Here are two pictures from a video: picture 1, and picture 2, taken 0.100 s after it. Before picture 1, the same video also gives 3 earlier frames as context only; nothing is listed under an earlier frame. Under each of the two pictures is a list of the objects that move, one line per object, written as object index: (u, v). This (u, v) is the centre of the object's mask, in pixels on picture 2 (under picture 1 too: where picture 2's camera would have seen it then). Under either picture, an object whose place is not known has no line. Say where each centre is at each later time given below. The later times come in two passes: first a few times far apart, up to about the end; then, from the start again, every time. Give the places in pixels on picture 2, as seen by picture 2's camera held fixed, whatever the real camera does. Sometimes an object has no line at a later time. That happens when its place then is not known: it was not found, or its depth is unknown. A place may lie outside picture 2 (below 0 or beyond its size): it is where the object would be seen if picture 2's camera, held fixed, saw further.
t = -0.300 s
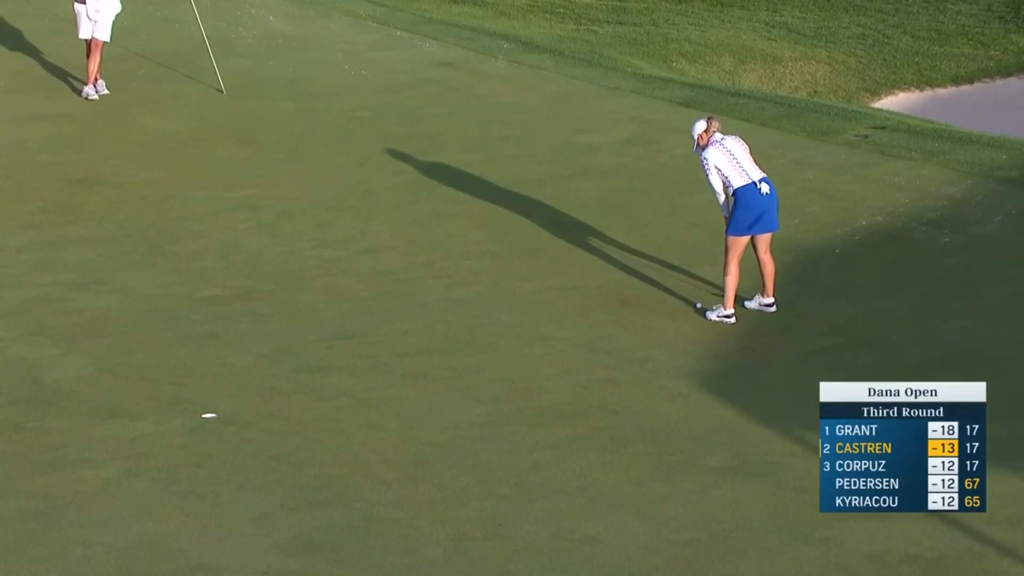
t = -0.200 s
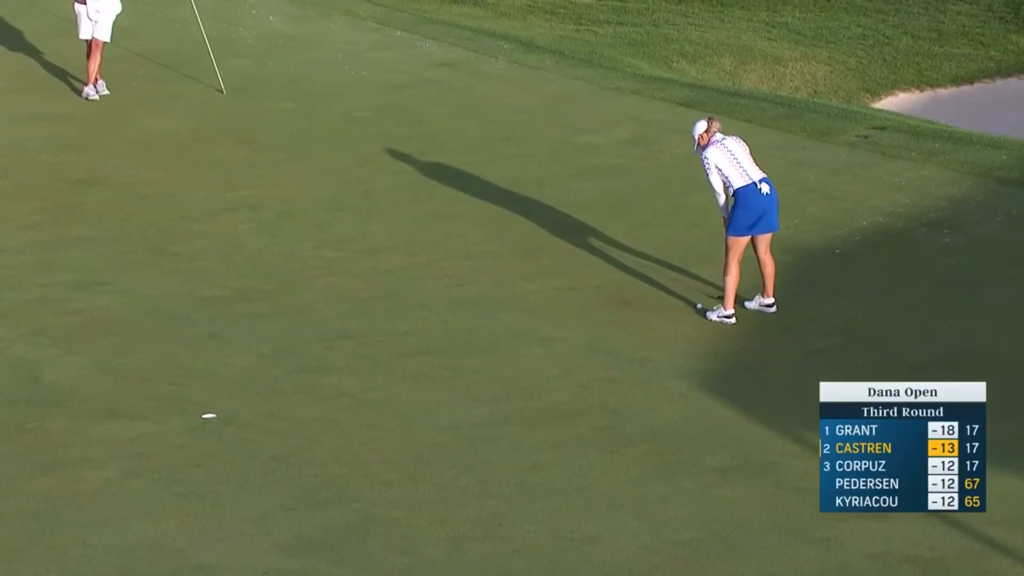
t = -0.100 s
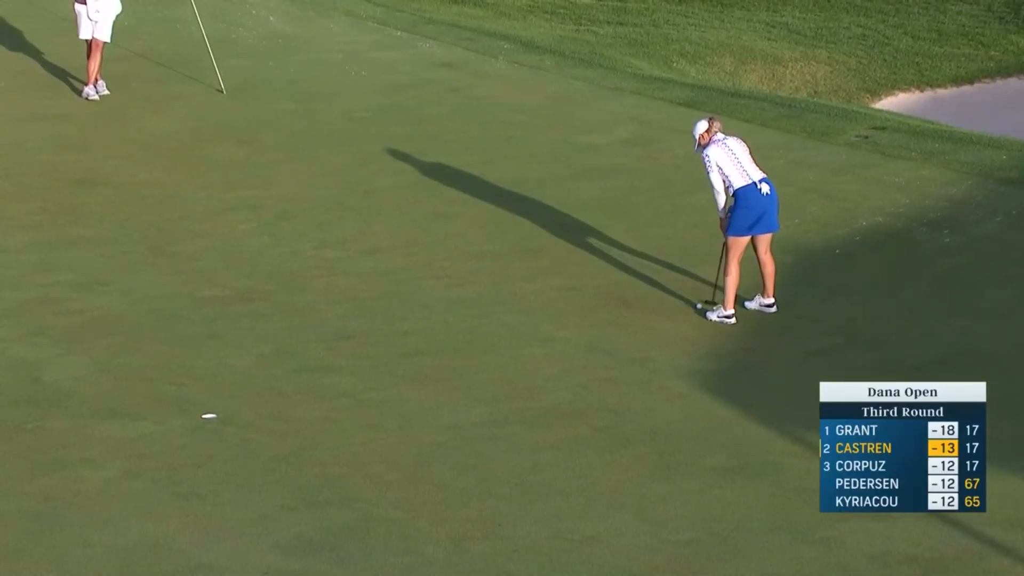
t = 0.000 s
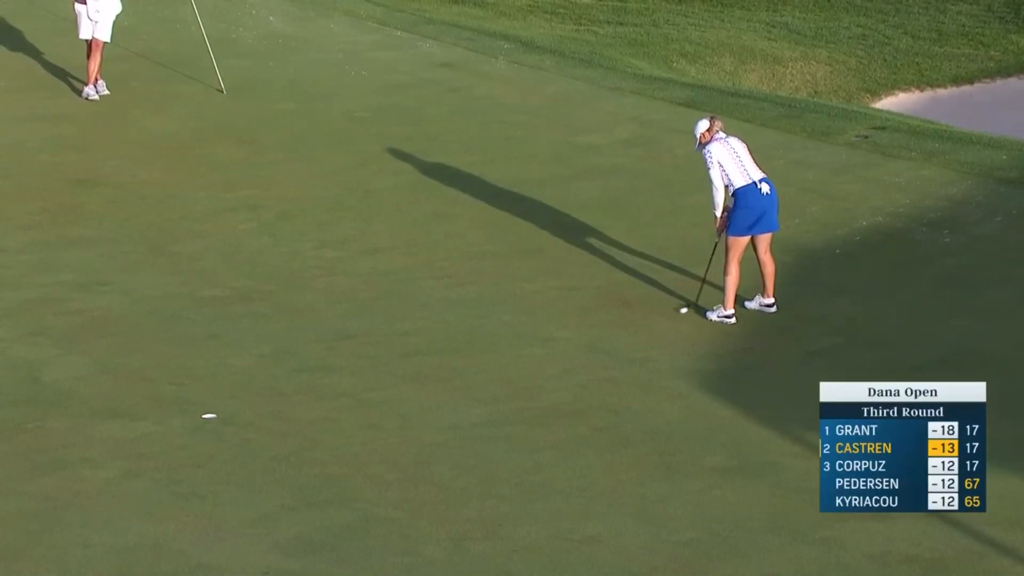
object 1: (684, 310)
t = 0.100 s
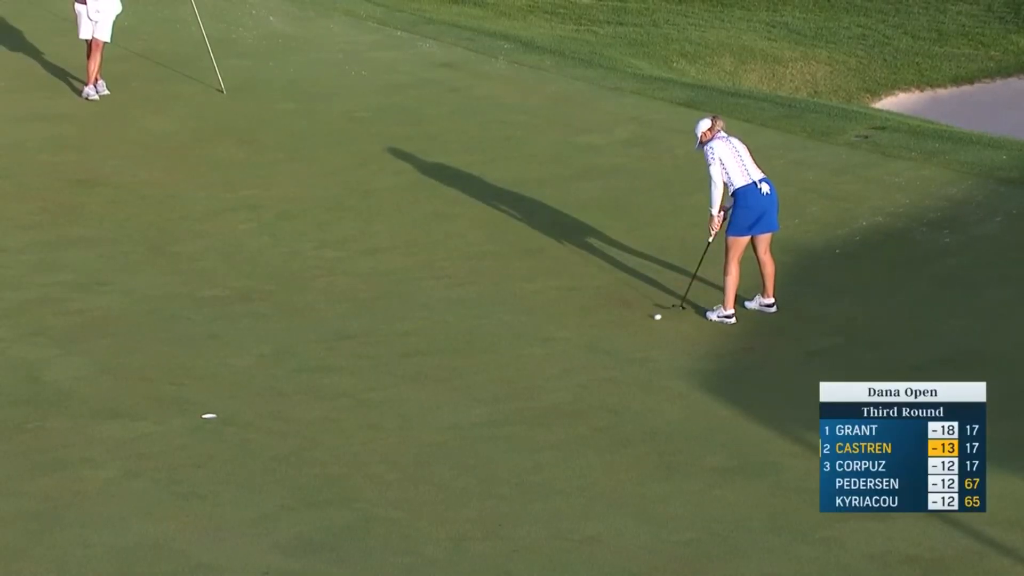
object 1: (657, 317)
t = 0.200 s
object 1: (634, 323)
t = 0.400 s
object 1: (590, 334)
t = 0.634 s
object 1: (541, 346)
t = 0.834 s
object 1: (502, 354)
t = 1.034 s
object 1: (465, 363)
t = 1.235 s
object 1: (431, 371)
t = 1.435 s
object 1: (399, 378)
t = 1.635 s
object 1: (370, 384)
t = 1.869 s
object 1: (339, 391)
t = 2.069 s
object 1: (316, 395)
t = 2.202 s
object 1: (302, 398)
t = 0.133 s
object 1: (650, 319)
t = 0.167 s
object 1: (642, 321)
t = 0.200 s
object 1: (634, 323)
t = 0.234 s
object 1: (627, 325)
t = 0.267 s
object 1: (619, 327)
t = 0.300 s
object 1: (612, 329)
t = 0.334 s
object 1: (604, 331)
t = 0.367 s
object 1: (597, 332)
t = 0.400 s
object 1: (590, 334)
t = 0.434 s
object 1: (582, 336)
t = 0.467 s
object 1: (575, 338)
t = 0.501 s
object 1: (568, 339)
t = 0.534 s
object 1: (561, 341)
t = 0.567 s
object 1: (554, 343)
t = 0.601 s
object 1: (547, 344)
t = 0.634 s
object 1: (541, 346)
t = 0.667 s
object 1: (534, 348)
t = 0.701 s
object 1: (528, 349)
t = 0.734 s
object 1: (521, 350)
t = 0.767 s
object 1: (515, 352)
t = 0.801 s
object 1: (508, 353)
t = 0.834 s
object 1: (502, 354)
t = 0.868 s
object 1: (496, 356)
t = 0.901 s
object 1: (490, 358)
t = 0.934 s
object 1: (484, 359)
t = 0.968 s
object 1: (477, 360)
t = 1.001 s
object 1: (472, 362)
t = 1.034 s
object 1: (465, 363)
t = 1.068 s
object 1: (459, 364)
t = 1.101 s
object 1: (454, 366)
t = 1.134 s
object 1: (448, 367)
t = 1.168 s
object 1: (442, 368)
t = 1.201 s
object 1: (436, 369)
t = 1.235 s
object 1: (431, 371)
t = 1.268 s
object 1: (425, 372)
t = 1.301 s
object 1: (420, 373)
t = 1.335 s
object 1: (415, 374)
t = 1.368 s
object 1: (409, 375)
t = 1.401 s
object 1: (404, 377)
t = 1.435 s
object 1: (399, 378)
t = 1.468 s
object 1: (394, 379)
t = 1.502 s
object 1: (389, 380)
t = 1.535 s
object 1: (384, 381)
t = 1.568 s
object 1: (379, 382)
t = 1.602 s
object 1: (374, 383)
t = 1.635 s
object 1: (370, 384)
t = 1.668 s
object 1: (366, 385)
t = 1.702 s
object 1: (361, 386)
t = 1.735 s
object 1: (357, 387)
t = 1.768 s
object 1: (352, 388)
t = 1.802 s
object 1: (348, 389)
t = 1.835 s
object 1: (343, 390)
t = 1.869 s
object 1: (339, 391)
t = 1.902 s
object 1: (335, 392)
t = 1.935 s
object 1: (332, 392)
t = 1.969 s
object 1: (327, 393)
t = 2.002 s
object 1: (324, 394)
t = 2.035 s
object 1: (320, 395)
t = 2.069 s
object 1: (316, 395)
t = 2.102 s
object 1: (312, 396)
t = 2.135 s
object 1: (309, 397)
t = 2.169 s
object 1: (306, 398)
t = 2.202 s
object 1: (302, 398)
